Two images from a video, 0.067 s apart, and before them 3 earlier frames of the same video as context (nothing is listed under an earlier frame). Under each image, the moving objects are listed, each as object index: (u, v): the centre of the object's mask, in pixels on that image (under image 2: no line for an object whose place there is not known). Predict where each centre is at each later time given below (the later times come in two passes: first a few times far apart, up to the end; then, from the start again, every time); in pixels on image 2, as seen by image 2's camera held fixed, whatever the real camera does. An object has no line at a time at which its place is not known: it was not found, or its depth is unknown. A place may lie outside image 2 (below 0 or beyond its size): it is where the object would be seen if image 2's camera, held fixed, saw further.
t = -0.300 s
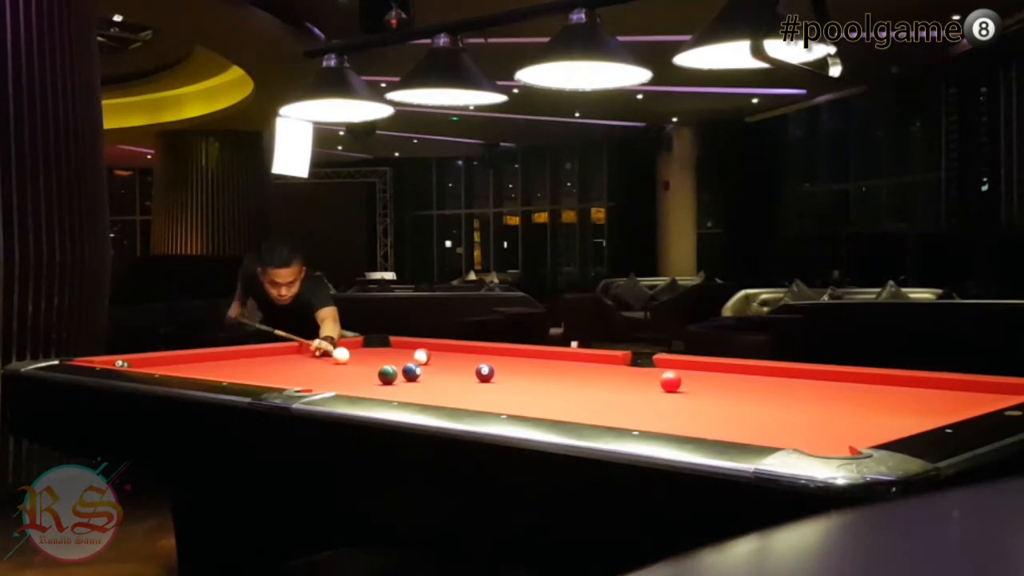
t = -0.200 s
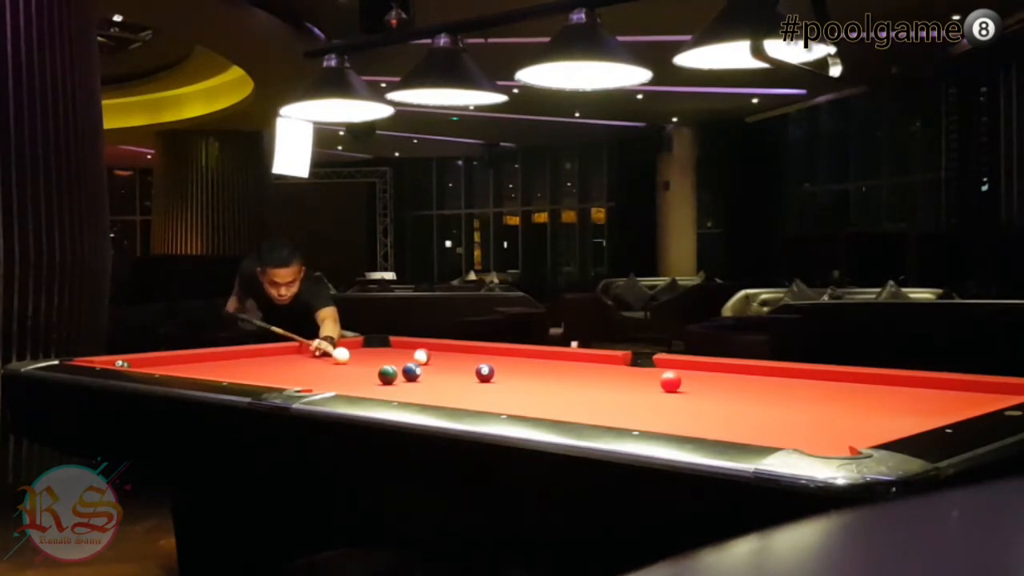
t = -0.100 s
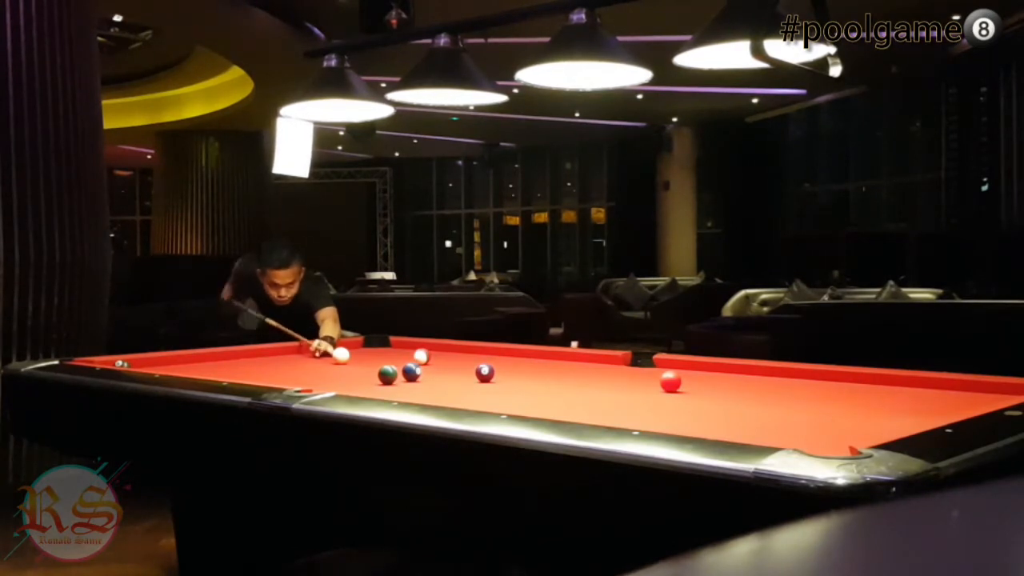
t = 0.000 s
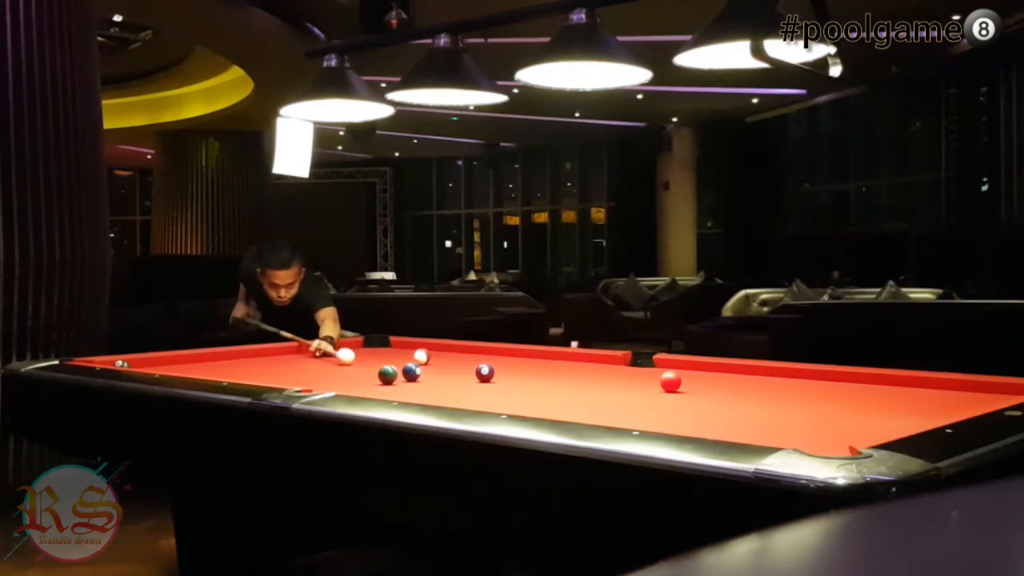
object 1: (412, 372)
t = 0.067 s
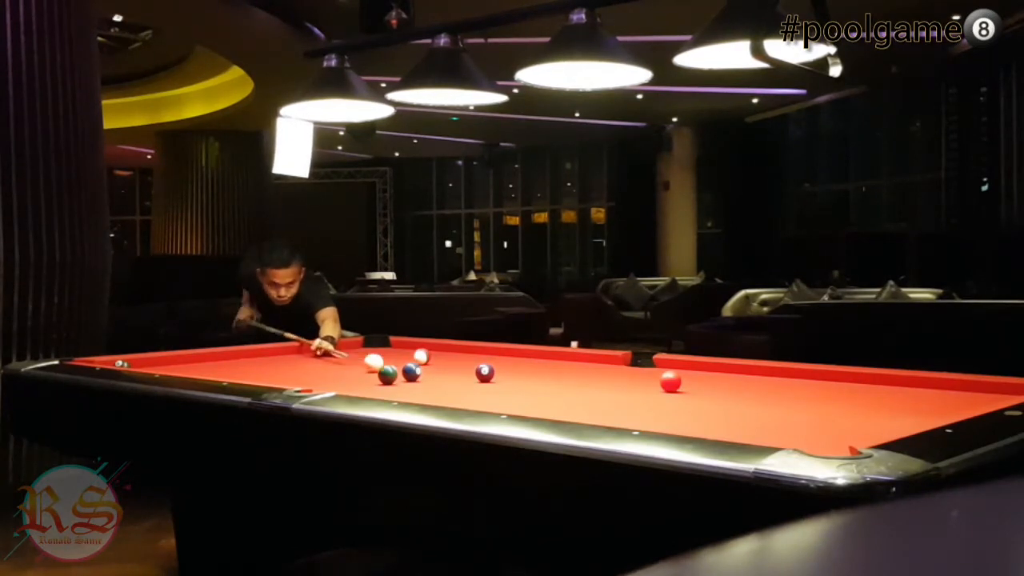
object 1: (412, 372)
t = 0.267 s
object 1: (465, 381)
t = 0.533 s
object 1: (587, 402)
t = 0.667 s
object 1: (663, 415)
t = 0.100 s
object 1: (412, 372)
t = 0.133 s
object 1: (411, 372)
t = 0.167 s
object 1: (424, 374)
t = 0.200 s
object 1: (439, 377)
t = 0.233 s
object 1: (452, 379)
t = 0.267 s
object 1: (465, 381)
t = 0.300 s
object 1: (478, 383)
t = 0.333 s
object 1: (493, 386)
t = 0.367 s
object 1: (507, 389)
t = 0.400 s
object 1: (522, 390)
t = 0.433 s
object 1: (537, 394)
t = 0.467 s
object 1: (553, 396)
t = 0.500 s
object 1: (570, 399)
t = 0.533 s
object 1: (587, 402)
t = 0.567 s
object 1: (605, 405)
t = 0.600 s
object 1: (623, 409)
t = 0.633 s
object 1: (643, 412)
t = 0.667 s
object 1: (663, 415)
